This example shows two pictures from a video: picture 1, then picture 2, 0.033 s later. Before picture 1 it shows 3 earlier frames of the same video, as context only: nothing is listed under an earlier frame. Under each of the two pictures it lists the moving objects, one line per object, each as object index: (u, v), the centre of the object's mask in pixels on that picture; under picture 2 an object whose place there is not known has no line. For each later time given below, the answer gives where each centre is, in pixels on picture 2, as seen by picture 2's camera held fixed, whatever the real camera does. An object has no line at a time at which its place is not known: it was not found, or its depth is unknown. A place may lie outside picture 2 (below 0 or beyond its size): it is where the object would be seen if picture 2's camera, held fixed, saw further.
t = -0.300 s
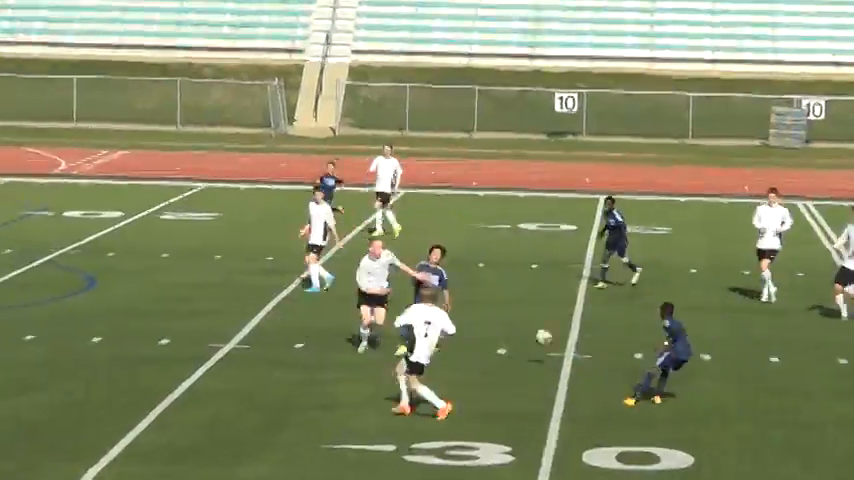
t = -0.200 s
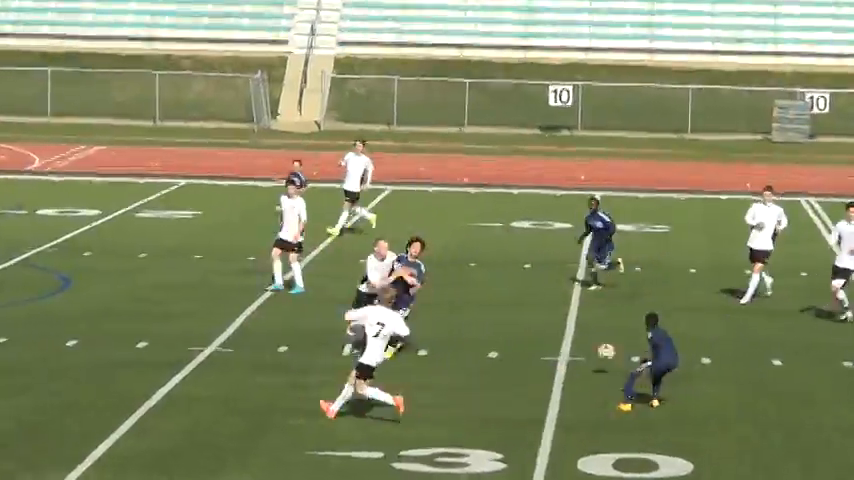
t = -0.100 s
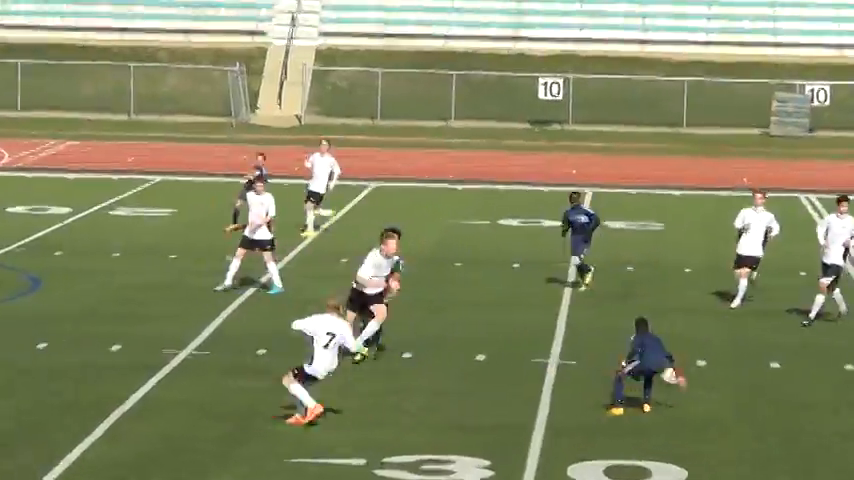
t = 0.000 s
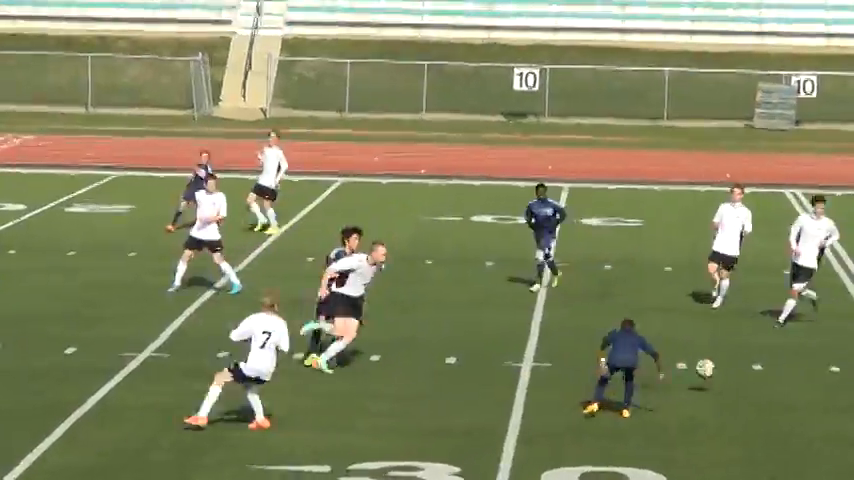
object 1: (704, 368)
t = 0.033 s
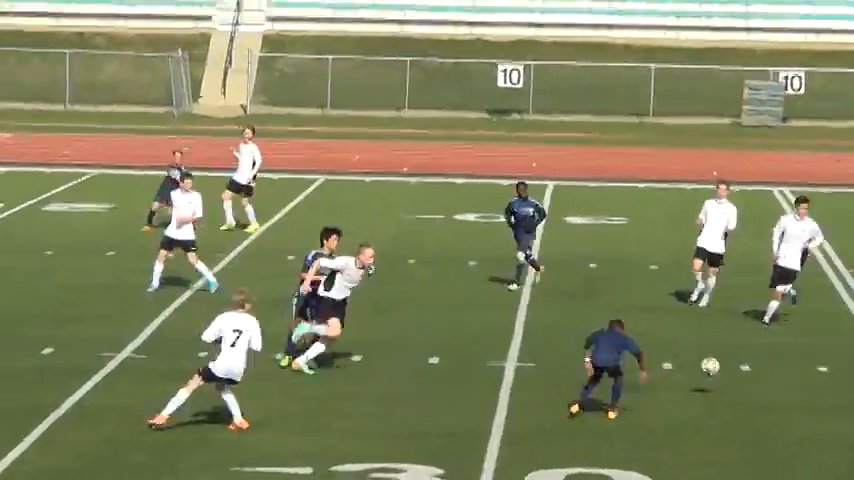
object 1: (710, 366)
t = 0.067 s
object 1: (729, 365)
